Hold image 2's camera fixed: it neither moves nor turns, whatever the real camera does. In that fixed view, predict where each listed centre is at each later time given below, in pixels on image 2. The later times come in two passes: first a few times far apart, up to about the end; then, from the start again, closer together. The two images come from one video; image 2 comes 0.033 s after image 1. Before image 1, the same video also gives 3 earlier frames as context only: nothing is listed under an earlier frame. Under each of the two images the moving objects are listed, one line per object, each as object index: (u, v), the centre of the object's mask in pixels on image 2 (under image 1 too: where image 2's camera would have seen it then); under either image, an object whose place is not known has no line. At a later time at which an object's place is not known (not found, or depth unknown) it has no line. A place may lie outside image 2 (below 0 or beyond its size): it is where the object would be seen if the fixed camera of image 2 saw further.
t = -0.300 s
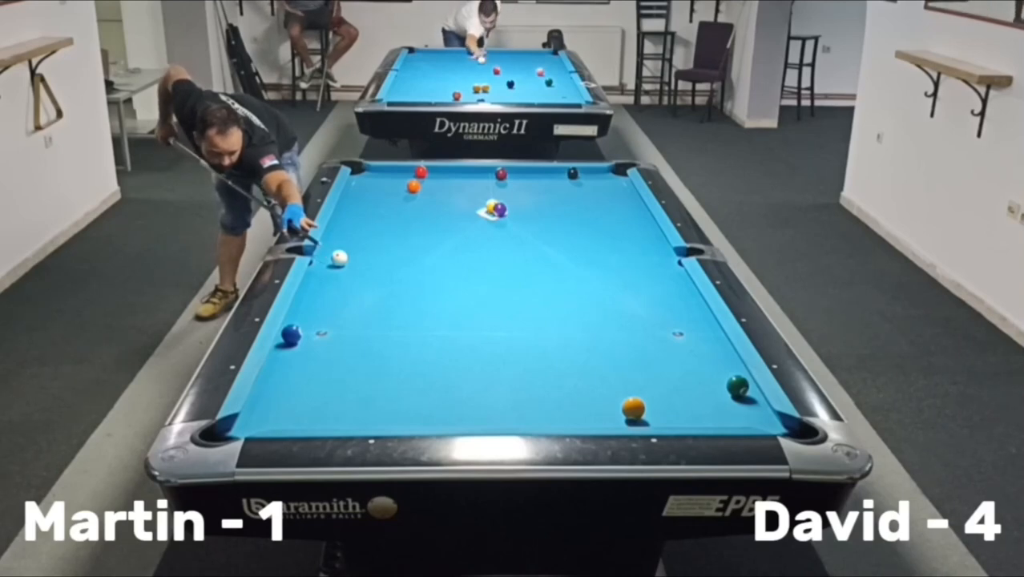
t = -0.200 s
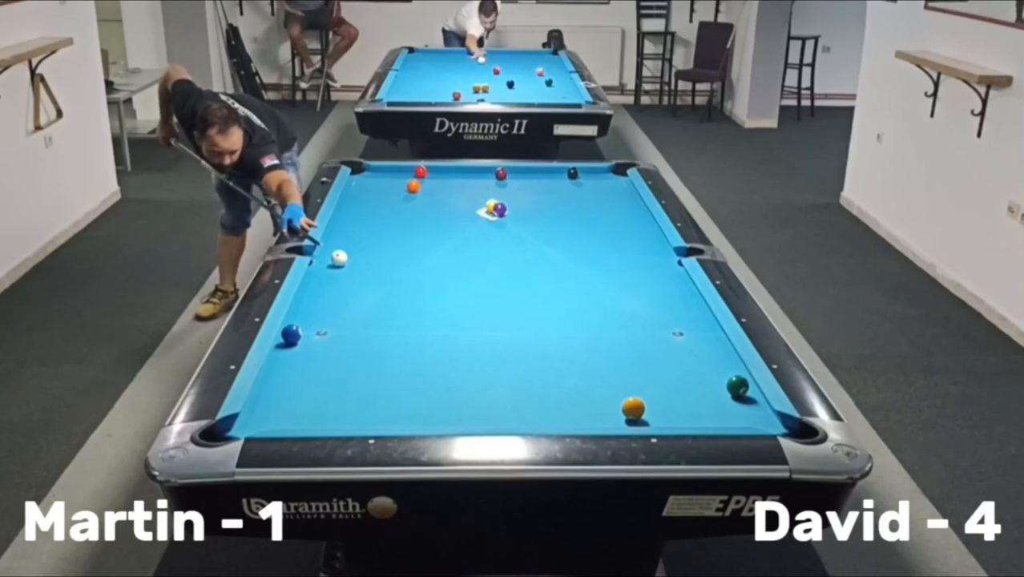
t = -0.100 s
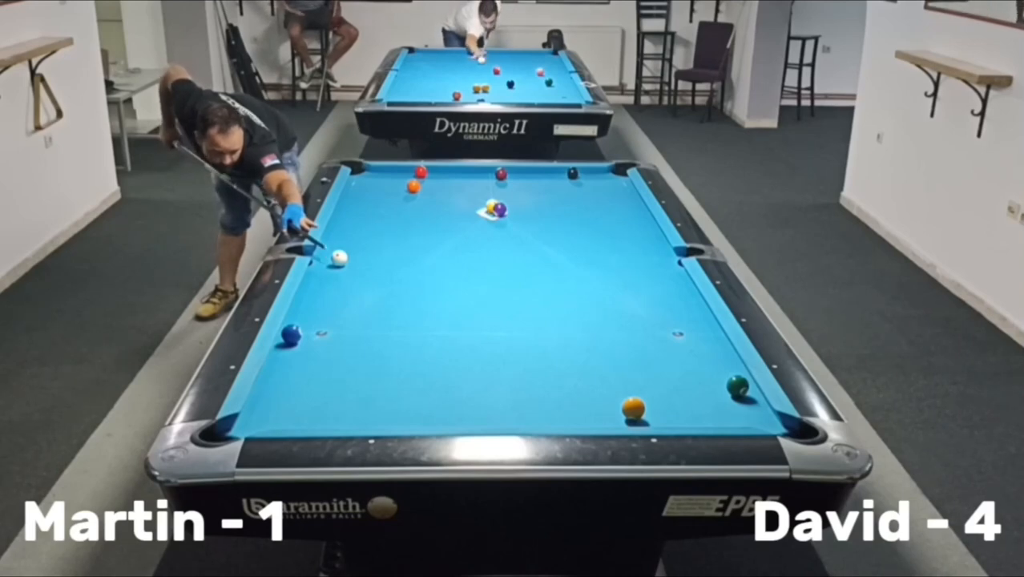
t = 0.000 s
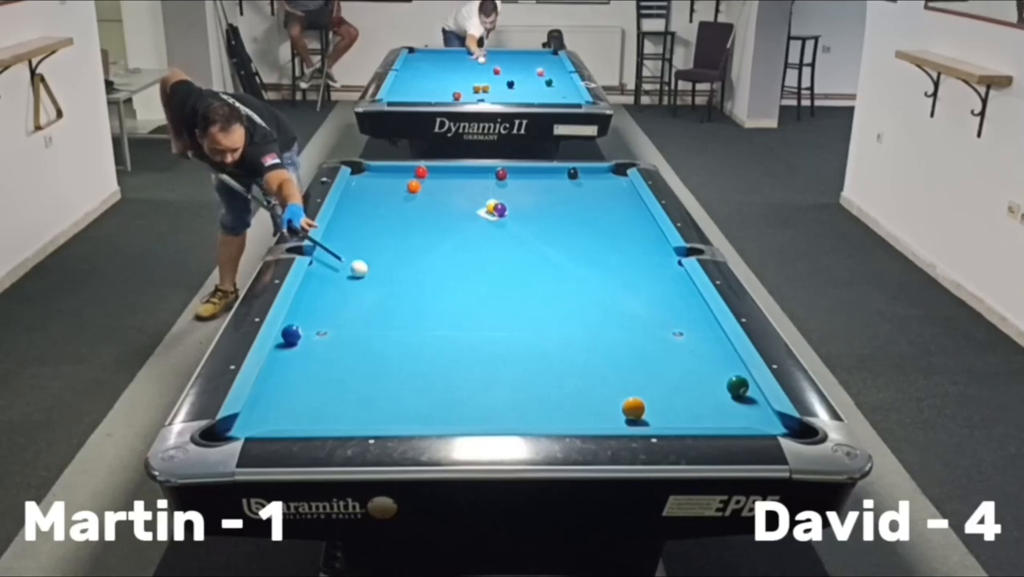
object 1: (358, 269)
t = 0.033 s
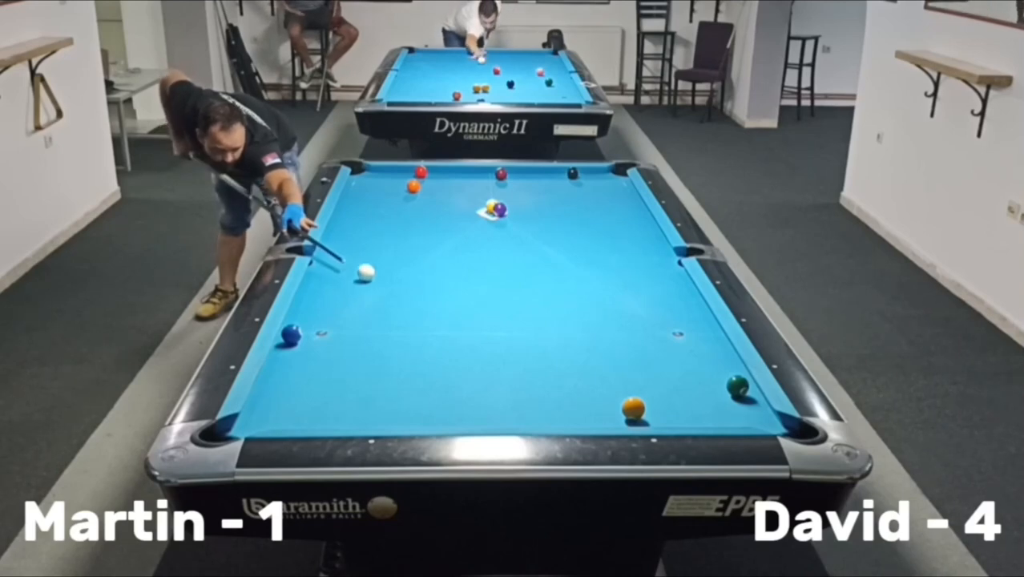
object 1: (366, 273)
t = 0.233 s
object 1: (410, 298)
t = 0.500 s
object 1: (479, 336)
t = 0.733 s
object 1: (549, 375)
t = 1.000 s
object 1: (613, 418)
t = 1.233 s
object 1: (595, 405)
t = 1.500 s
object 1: (573, 382)
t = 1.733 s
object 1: (557, 364)
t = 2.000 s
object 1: (540, 347)
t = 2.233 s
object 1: (527, 334)
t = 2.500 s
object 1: (514, 321)
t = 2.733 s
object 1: (503, 310)
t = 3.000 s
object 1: (493, 300)
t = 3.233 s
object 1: (484, 292)
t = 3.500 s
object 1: (474, 284)
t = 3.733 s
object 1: (467, 278)
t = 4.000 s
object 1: (459, 271)
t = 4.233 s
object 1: (453, 266)
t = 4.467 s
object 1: (448, 262)
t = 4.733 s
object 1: (443, 258)
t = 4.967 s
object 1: (439, 255)
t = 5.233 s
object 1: (435, 252)
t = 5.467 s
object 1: (432, 249)
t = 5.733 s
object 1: (429, 247)
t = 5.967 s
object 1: (427, 246)
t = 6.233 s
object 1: (426, 245)
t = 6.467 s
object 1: (425, 245)
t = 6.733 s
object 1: (424, 245)
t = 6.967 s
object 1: (425, 245)
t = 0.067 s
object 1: (373, 277)
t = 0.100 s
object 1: (380, 281)
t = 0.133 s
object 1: (387, 285)
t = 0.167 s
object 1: (395, 289)
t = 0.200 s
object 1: (403, 294)
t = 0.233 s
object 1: (410, 298)
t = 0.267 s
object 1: (418, 303)
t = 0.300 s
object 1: (427, 307)
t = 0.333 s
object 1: (434, 312)
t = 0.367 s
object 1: (443, 316)
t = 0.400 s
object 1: (452, 321)
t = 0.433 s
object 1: (460, 326)
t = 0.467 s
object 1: (470, 331)
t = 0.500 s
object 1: (479, 336)
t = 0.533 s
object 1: (488, 341)
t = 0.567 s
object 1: (498, 346)
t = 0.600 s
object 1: (507, 352)
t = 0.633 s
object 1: (517, 358)
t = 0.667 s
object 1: (528, 363)
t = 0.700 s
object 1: (538, 369)
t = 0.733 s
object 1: (549, 375)
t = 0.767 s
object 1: (560, 382)
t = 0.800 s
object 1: (571, 388)
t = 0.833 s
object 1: (583, 394)
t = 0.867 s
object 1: (595, 401)
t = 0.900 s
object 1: (606, 404)
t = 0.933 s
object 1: (609, 411)
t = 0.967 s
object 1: (610, 415)
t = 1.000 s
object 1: (613, 418)
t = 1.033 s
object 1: (613, 420)
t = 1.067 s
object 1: (609, 418)
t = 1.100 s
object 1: (606, 416)
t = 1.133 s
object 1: (603, 414)
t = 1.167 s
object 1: (600, 411)
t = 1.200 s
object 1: (598, 407)
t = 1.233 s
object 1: (595, 405)
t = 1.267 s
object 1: (592, 401)
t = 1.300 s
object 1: (589, 398)
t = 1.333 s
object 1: (586, 396)
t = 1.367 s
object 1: (584, 393)
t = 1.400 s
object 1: (581, 390)
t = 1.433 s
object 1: (578, 387)
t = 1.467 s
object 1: (576, 384)
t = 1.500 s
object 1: (573, 382)
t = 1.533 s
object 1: (571, 379)
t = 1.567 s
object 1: (569, 377)
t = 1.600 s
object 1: (566, 374)
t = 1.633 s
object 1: (564, 372)
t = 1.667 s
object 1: (562, 369)
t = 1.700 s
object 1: (559, 367)
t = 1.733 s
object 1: (557, 364)
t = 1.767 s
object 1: (555, 363)
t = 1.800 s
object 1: (552, 360)
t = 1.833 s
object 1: (550, 358)
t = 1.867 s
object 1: (548, 356)
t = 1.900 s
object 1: (546, 354)
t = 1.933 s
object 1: (544, 351)
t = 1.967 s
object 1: (542, 350)
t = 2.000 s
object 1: (540, 347)
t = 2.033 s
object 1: (538, 345)
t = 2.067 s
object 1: (536, 344)
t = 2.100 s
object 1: (534, 342)
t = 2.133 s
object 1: (532, 340)
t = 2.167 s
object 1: (531, 338)
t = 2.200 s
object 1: (529, 336)
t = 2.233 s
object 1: (527, 334)
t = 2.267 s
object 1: (525, 332)
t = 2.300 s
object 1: (523, 331)
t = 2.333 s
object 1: (522, 329)
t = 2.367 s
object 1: (520, 327)
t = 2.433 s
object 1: (517, 324)
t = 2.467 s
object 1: (515, 322)
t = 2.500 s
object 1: (514, 321)
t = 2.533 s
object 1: (512, 319)
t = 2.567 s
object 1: (511, 318)
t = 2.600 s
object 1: (509, 316)
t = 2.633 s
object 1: (508, 315)
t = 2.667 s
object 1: (506, 313)
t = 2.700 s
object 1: (505, 312)
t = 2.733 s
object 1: (503, 310)
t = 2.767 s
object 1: (502, 309)
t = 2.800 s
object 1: (500, 308)
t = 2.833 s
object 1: (499, 306)
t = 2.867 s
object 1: (498, 305)
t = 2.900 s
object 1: (496, 304)
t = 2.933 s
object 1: (495, 303)
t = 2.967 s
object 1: (494, 301)
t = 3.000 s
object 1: (493, 300)
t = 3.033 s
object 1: (491, 299)
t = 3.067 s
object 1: (490, 298)
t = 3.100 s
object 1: (489, 296)
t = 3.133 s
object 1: (487, 295)
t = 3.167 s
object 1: (486, 294)
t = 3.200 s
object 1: (485, 293)
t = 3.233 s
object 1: (484, 292)
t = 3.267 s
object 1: (483, 291)
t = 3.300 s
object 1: (481, 290)
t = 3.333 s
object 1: (480, 289)
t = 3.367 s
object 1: (479, 288)
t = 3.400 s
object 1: (478, 287)
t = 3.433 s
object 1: (476, 286)
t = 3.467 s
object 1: (475, 285)
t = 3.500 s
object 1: (474, 284)
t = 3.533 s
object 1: (473, 283)
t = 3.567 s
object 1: (472, 282)
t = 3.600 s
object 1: (471, 281)
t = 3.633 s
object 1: (470, 280)
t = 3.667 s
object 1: (469, 279)
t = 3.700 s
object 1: (468, 279)
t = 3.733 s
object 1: (467, 278)
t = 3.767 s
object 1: (466, 277)
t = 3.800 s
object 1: (465, 276)
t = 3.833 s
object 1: (464, 275)
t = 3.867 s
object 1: (463, 274)
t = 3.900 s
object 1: (462, 274)
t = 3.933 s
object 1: (461, 273)
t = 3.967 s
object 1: (460, 272)
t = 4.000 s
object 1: (459, 271)
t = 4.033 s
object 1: (459, 271)
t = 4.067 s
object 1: (458, 270)
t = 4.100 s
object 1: (457, 269)
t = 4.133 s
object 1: (456, 268)
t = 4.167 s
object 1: (455, 268)
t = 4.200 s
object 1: (454, 267)
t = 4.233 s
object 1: (453, 266)
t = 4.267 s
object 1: (453, 266)
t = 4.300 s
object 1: (452, 265)
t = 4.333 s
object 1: (451, 264)
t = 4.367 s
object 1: (450, 264)
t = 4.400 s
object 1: (450, 263)
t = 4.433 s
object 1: (449, 262)
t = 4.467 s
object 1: (448, 262)
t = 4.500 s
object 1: (447, 262)
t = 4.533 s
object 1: (447, 261)
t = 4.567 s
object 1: (446, 260)
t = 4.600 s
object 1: (445, 259)
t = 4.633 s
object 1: (445, 259)
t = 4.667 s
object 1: (444, 259)
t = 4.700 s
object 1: (443, 258)
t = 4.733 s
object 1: (443, 258)
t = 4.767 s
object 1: (442, 257)
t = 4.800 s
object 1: (442, 257)
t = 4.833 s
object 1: (441, 256)
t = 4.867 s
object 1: (441, 256)
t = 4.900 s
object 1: (440, 256)
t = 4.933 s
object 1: (439, 255)
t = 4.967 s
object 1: (439, 255)
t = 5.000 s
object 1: (438, 254)
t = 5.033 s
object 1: (438, 254)
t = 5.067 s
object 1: (437, 253)
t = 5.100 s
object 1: (437, 253)
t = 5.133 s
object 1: (436, 253)
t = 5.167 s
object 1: (436, 252)
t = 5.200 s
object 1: (435, 252)
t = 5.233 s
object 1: (435, 252)
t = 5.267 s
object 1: (434, 251)
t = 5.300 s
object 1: (434, 251)
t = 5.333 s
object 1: (434, 251)
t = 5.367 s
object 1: (433, 250)
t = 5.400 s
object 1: (433, 250)
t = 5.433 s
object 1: (432, 249)
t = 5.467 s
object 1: (432, 249)
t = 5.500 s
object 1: (432, 249)
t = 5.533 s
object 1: (431, 249)
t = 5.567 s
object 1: (431, 249)
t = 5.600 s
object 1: (430, 248)
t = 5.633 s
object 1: (430, 248)
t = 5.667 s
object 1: (430, 248)
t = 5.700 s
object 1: (430, 248)
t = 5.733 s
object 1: (429, 247)
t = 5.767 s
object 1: (429, 247)
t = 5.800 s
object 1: (429, 247)
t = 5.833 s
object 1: (428, 247)
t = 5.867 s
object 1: (428, 247)
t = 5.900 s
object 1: (428, 246)
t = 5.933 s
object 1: (428, 246)
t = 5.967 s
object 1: (427, 246)
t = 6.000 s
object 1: (427, 246)
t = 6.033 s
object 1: (427, 246)
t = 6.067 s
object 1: (426, 246)
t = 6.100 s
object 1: (426, 246)
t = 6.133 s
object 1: (426, 246)
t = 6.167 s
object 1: (426, 245)
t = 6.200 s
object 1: (426, 245)
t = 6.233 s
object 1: (426, 245)
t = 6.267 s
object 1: (425, 245)
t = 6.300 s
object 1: (425, 245)
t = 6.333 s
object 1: (425, 245)
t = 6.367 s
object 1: (425, 245)
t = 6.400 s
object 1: (425, 245)
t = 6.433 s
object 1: (425, 245)
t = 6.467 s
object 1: (425, 245)
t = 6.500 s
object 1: (424, 245)
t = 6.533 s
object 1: (424, 245)
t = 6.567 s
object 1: (424, 245)
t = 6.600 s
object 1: (424, 245)
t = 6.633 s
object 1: (424, 245)
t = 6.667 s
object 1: (424, 245)
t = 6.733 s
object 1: (424, 245)
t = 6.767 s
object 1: (424, 245)
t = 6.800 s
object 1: (424, 245)
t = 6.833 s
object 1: (424, 245)
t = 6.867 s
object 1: (425, 245)
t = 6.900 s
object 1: (425, 245)
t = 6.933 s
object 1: (425, 245)
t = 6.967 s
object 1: (425, 245)
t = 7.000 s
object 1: (425, 245)
